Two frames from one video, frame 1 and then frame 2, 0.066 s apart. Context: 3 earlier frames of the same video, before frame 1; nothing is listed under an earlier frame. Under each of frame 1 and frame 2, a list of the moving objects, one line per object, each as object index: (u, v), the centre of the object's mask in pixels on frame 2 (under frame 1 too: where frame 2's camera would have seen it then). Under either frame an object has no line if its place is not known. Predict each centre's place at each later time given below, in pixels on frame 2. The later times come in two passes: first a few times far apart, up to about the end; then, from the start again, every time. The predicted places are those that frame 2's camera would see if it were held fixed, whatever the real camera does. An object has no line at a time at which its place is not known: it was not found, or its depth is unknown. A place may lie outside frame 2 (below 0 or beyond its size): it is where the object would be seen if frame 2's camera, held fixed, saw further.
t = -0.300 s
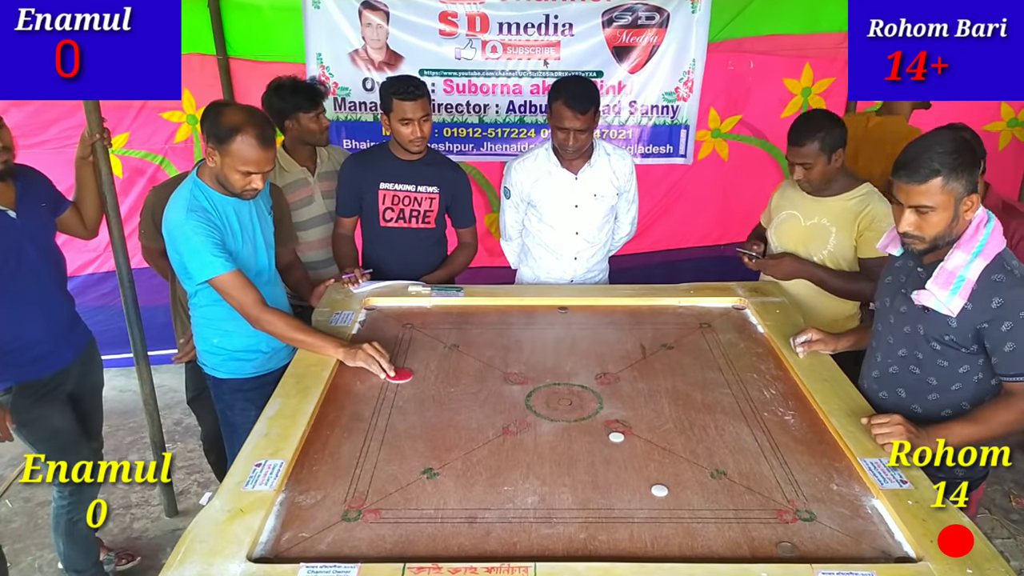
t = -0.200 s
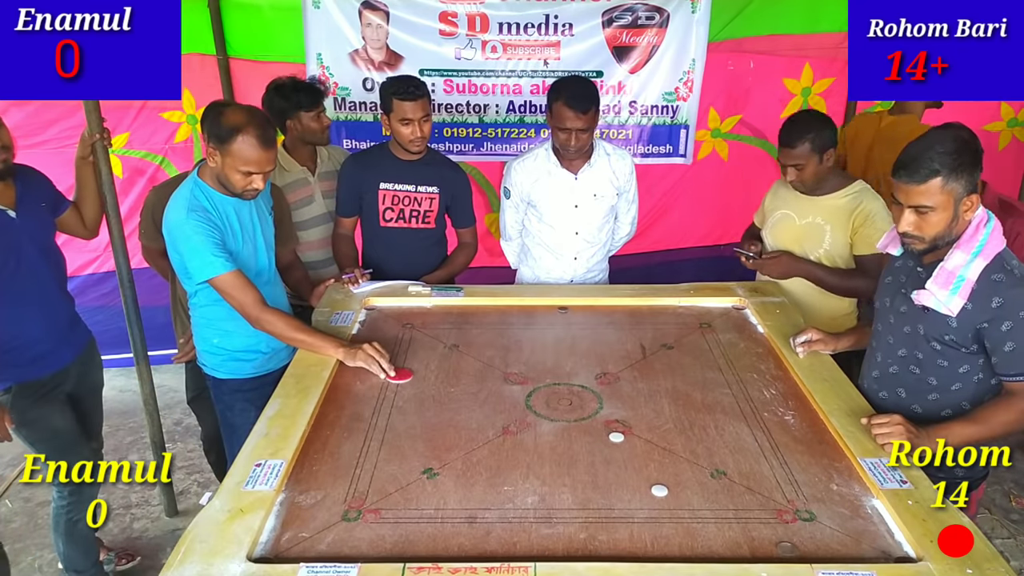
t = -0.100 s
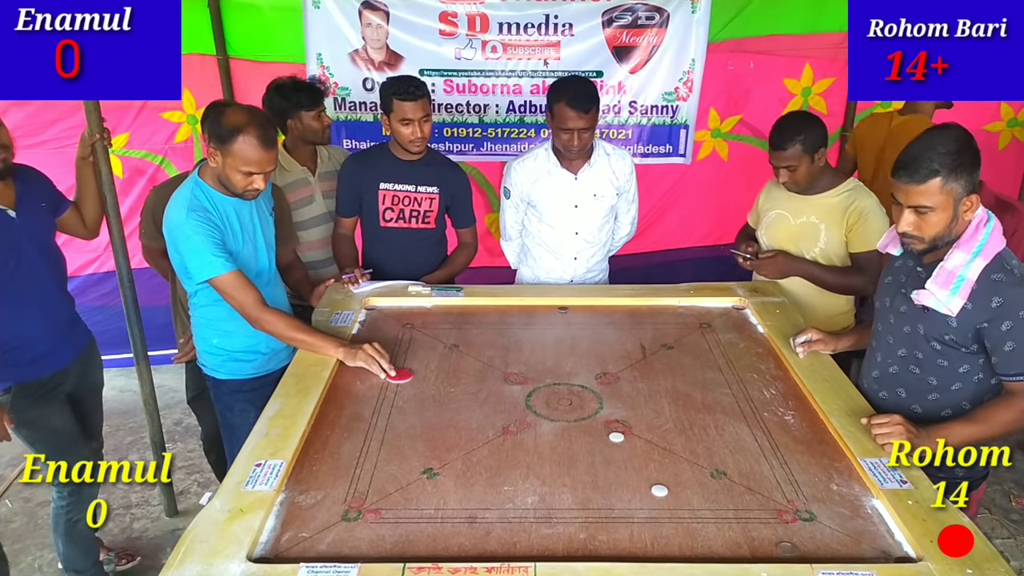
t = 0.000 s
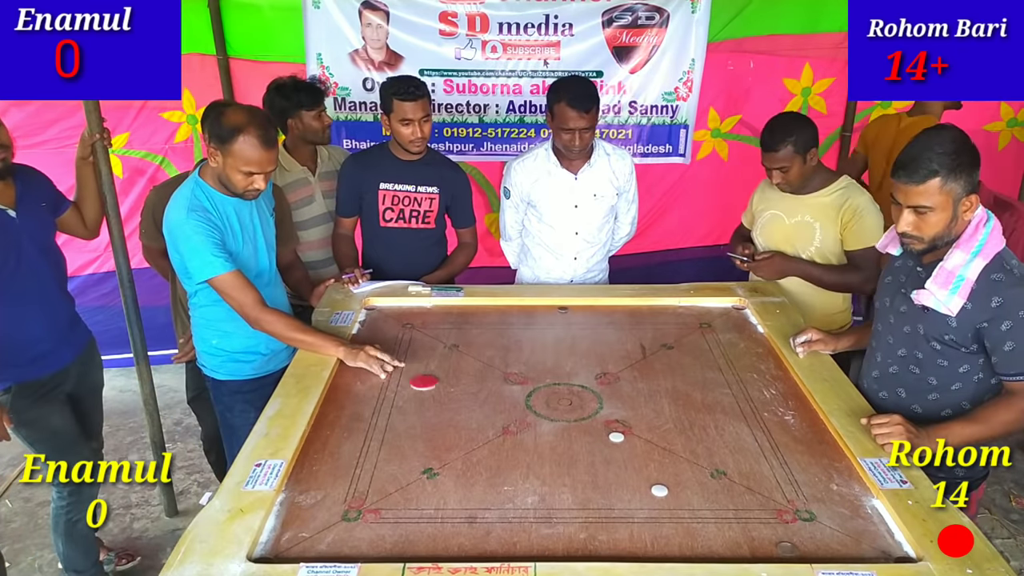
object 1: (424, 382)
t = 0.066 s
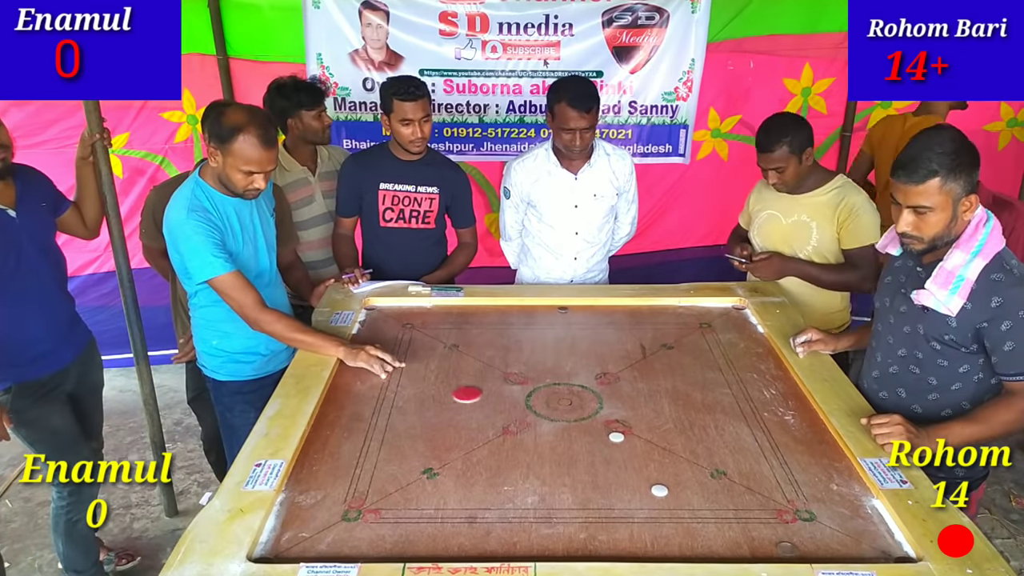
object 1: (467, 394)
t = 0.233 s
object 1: (578, 425)
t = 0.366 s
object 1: (651, 443)
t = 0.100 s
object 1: (489, 400)
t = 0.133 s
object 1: (511, 407)
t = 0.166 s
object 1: (533, 413)
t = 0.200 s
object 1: (556, 419)
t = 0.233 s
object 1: (578, 425)
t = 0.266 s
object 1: (600, 430)
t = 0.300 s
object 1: (616, 434)
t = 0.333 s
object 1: (634, 439)
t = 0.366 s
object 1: (651, 443)
